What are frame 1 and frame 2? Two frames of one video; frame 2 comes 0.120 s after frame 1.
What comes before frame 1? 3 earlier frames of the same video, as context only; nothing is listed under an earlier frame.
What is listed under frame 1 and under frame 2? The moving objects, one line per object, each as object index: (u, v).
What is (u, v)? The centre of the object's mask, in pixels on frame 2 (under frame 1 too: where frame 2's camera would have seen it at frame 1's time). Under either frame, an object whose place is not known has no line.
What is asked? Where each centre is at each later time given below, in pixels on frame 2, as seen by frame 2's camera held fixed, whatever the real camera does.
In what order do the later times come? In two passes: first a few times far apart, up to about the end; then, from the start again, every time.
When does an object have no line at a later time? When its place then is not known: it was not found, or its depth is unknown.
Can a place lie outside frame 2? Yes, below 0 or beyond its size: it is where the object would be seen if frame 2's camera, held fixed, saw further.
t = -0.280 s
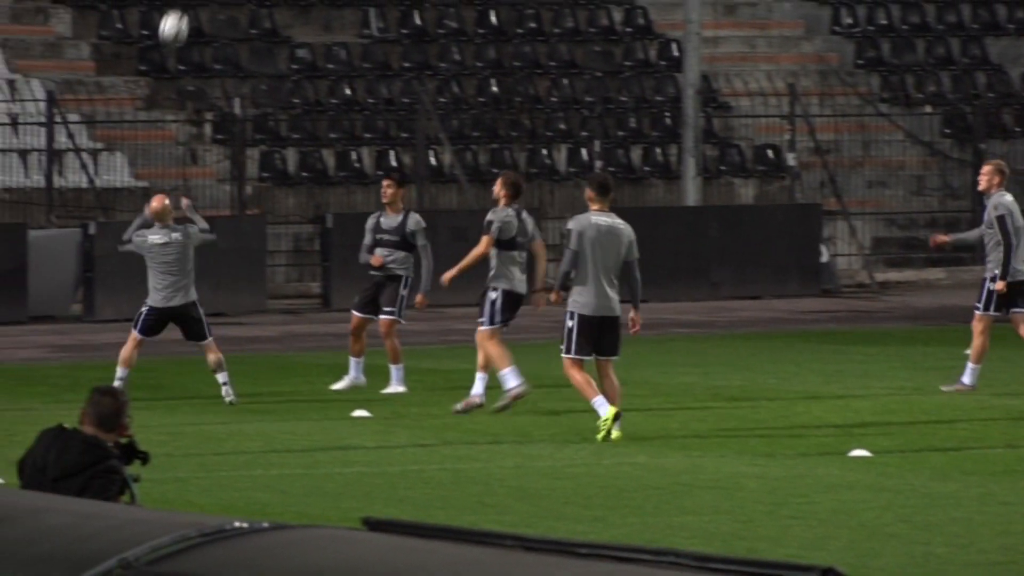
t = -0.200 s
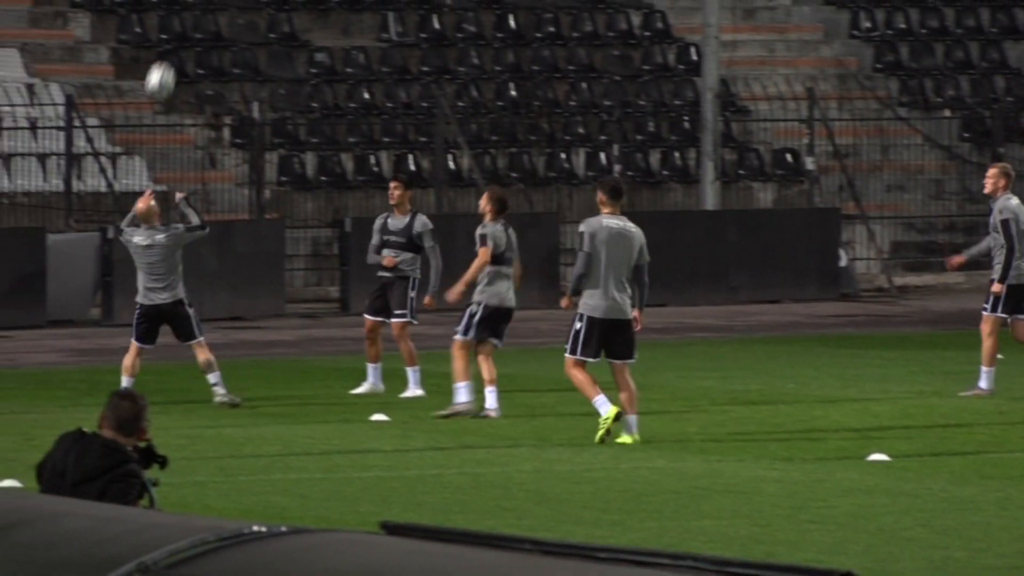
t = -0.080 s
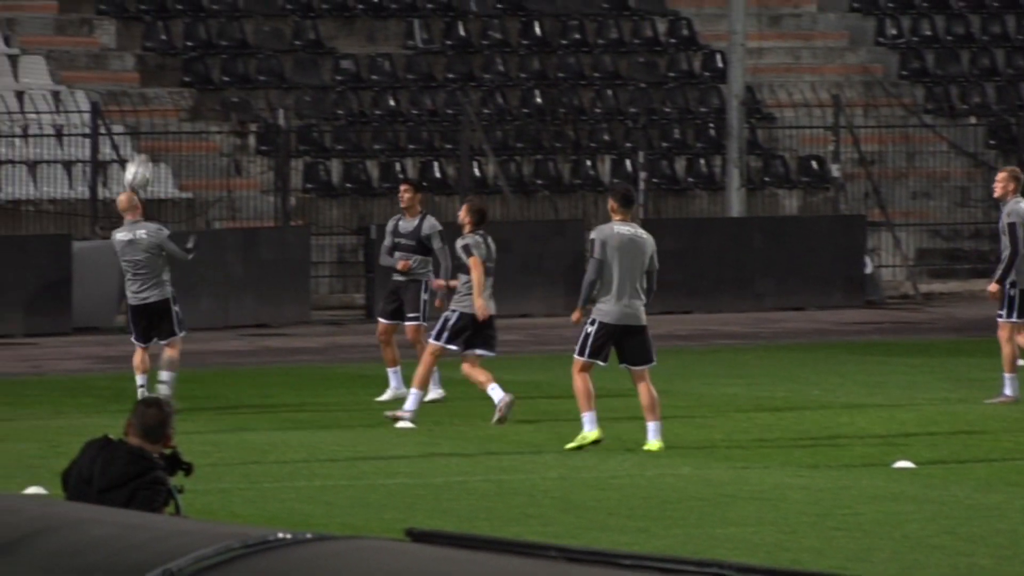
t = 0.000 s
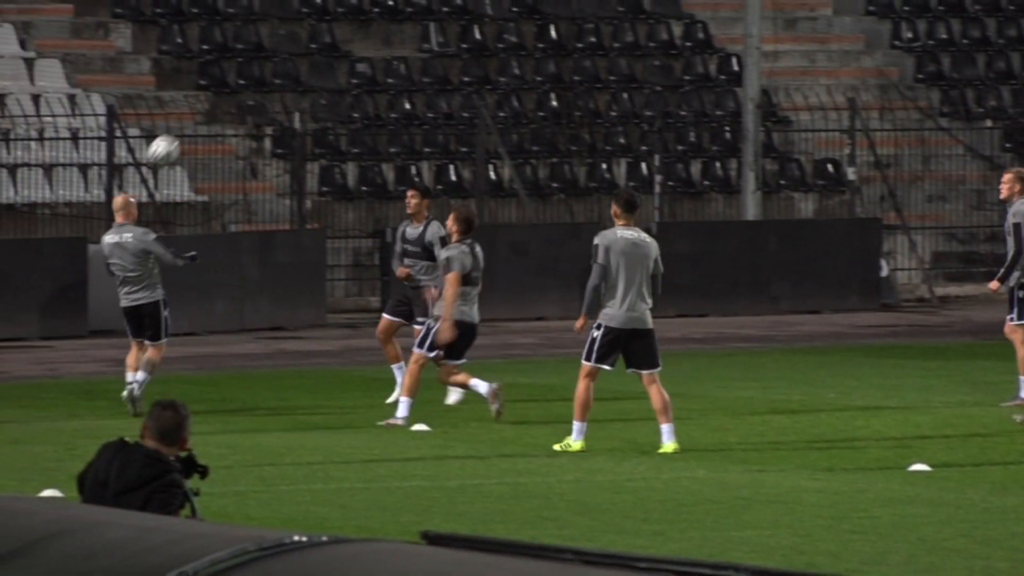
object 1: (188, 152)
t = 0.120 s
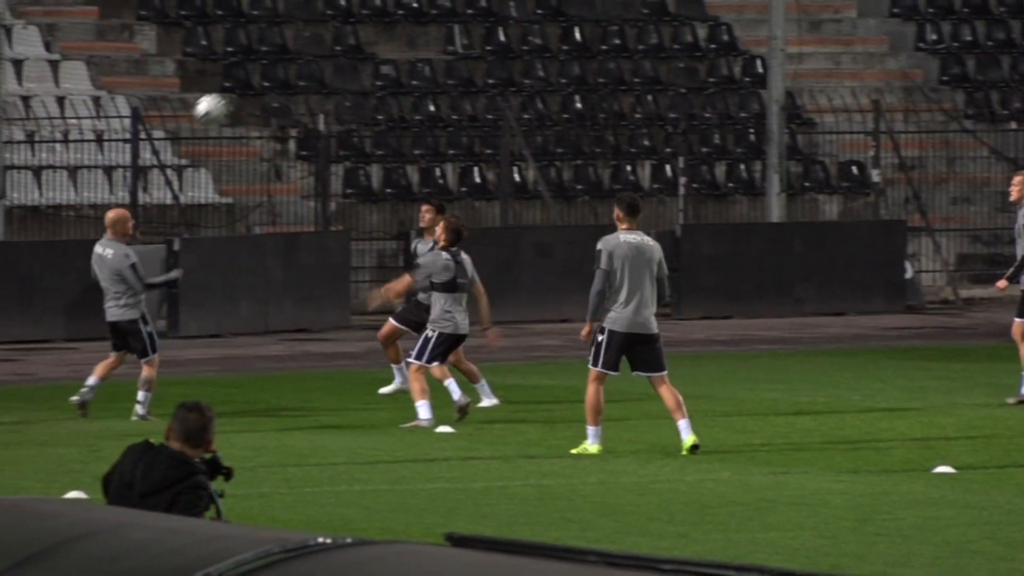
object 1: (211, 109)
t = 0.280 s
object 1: (238, 79)
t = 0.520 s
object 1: (282, 96)
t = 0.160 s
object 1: (218, 99)
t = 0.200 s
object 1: (224, 90)
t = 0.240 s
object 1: (231, 82)
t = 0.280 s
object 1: (238, 79)
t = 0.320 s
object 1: (246, 77)
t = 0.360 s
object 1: (253, 77)
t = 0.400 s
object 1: (260, 78)
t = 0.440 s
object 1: (268, 82)
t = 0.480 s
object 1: (275, 88)
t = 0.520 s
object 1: (282, 96)
